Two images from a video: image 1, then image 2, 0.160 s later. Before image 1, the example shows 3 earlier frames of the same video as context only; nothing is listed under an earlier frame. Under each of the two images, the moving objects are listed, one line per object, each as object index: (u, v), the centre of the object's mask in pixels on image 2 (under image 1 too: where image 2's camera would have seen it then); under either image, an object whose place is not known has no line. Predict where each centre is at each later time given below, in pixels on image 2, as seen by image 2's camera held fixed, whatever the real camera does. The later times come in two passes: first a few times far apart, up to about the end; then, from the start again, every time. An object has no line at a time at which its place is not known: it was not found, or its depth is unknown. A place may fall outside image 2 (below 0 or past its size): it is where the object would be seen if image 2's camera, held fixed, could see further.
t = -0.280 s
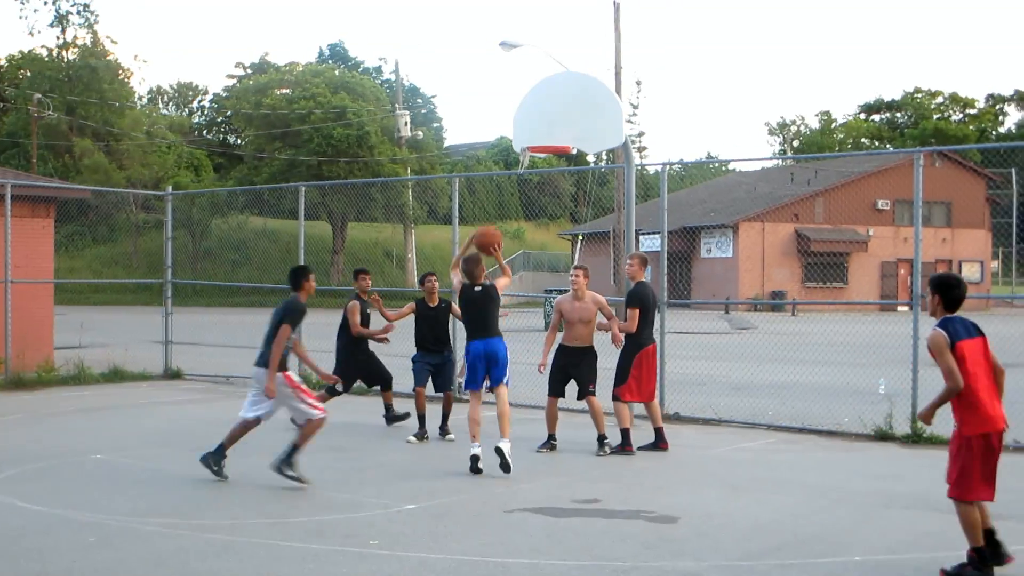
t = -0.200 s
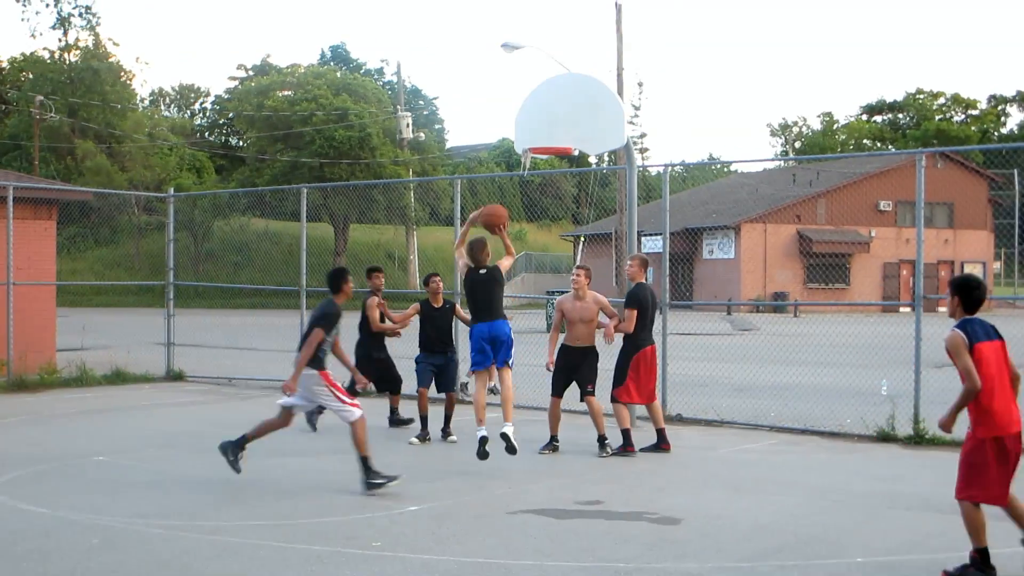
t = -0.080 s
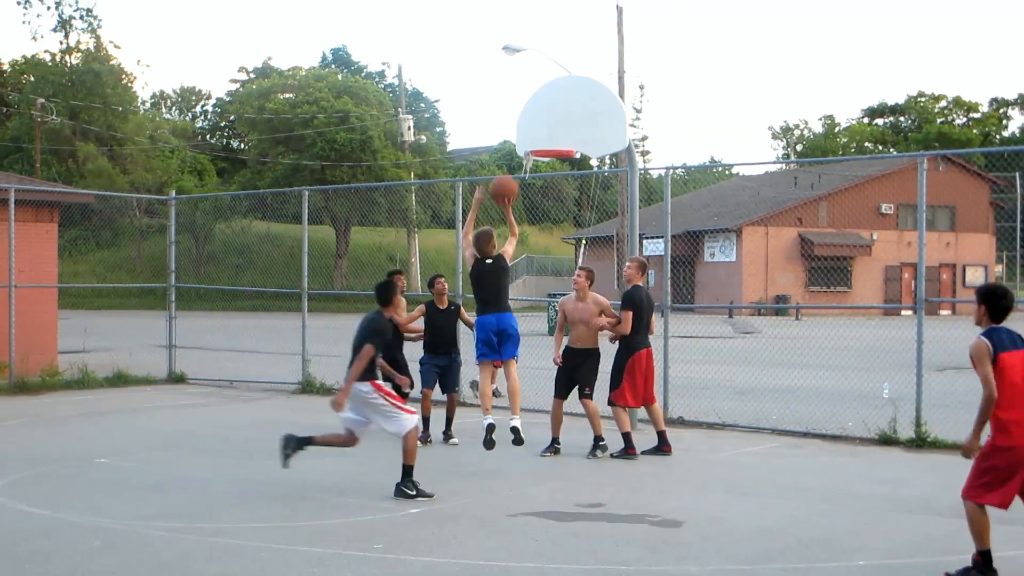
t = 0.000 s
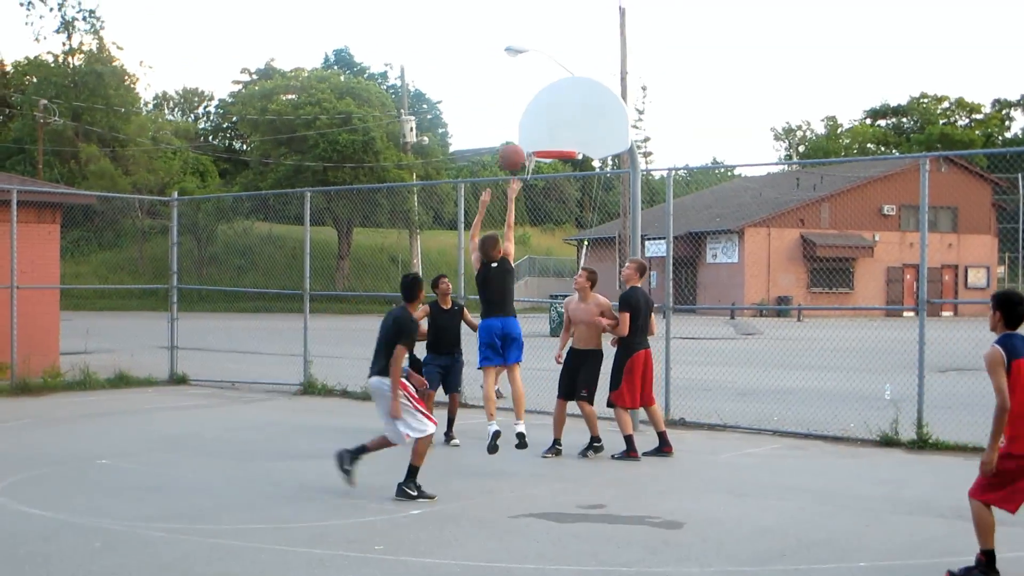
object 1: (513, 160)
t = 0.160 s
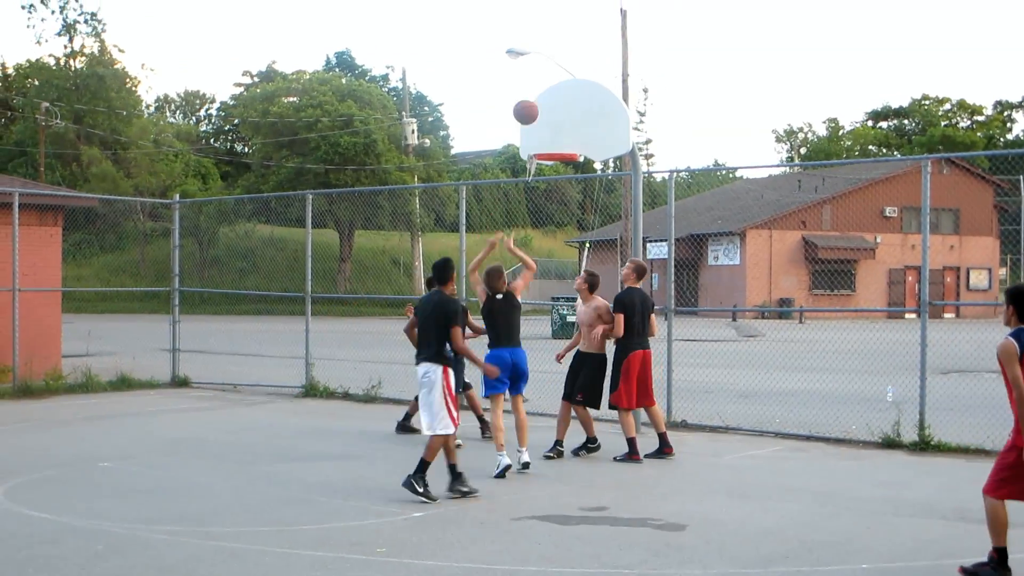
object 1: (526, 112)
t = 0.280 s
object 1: (534, 97)
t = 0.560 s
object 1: (551, 125)
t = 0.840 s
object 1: (540, 195)
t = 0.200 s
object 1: (528, 105)
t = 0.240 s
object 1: (531, 100)
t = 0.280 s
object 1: (534, 97)
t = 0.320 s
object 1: (536, 96)
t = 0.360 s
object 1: (539, 97)
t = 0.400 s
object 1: (542, 100)
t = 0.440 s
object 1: (544, 104)
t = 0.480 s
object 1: (546, 109)
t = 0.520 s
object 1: (549, 117)
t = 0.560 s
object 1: (551, 125)
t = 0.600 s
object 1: (553, 136)
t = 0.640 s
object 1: (555, 145)
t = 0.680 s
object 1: (555, 157)
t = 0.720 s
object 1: (552, 165)
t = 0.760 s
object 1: (549, 172)
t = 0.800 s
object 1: (544, 183)
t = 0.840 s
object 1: (540, 195)
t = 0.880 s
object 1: (537, 210)
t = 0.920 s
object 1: (533, 226)
